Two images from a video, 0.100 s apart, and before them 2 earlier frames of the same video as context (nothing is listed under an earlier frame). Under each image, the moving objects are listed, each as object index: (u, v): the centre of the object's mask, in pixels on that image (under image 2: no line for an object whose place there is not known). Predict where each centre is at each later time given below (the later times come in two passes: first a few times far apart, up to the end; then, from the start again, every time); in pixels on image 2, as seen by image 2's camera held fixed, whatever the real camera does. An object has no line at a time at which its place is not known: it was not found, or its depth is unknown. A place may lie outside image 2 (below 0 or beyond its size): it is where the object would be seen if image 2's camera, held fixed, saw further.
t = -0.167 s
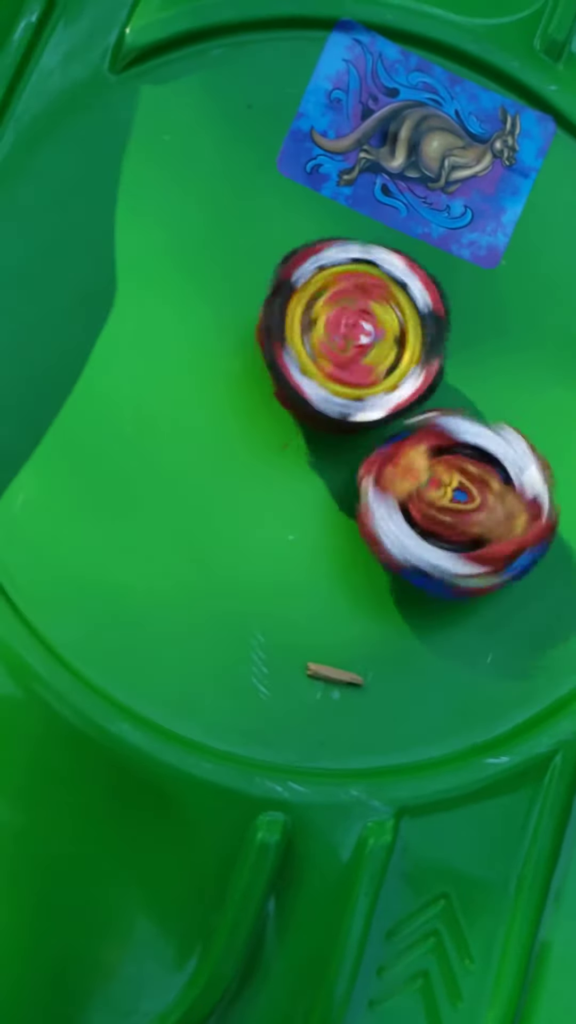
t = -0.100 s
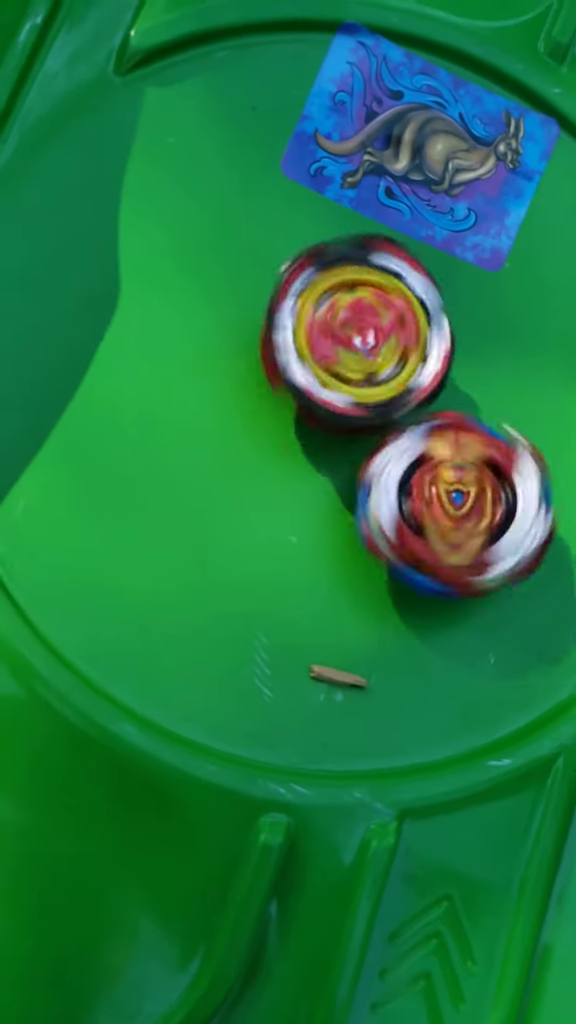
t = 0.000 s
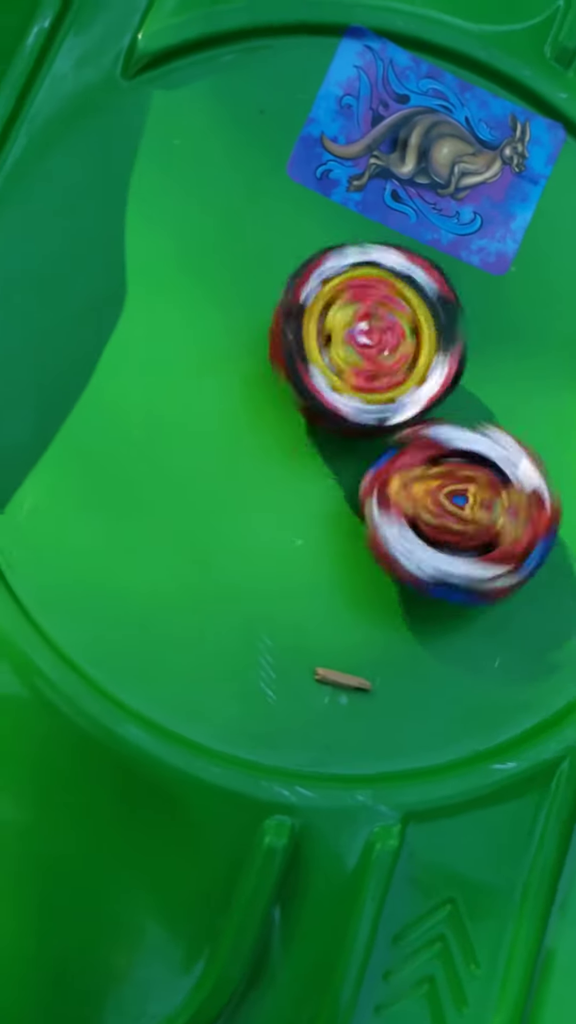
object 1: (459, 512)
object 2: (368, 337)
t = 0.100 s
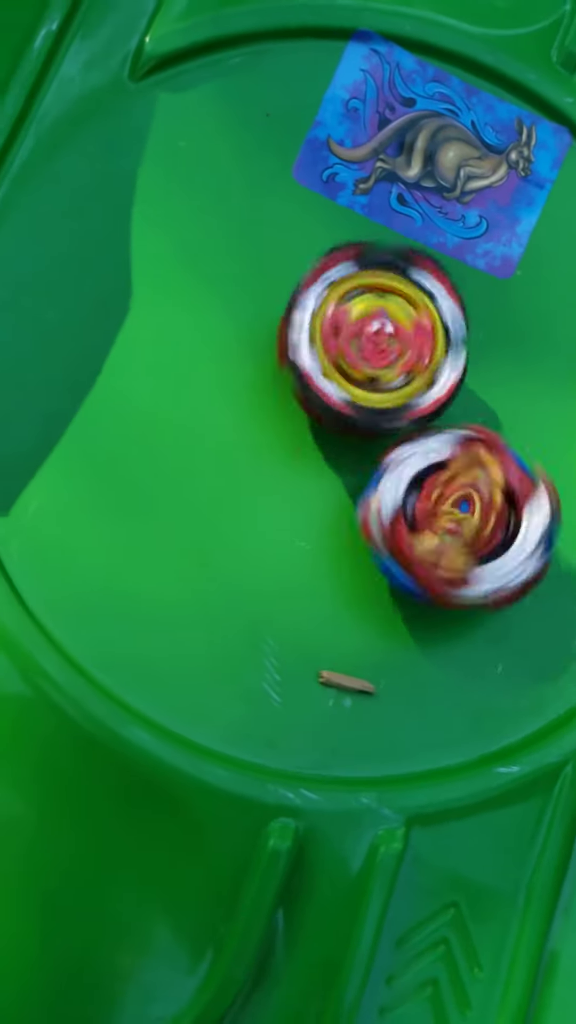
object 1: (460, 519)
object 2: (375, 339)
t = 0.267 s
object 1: (449, 519)
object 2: (379, 336)
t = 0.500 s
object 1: (439, 525)
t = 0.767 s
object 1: (426, 526)
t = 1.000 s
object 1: (412, 526)
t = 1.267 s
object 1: (399, 530)
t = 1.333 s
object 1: (393, 527)
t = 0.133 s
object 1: (458, 520)
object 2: (376, 338)
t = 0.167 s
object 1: (456, 521)
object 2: (378, 338)
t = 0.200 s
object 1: (453, 521)
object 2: (378, 338)
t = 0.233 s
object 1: (450, 520)
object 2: (377, 338)
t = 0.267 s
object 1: (449, 519)
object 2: (379, 336)
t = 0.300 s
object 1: (448, 519)
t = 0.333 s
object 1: (448, 519)
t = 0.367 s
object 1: (447, 522)
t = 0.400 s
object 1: (445, 523)
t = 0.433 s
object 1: (443, 523)
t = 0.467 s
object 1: (441, 524)
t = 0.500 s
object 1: (439, 525)
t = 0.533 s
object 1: (437, 526)
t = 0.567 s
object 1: (434, 525)
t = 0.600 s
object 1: (431, 525)
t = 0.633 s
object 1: (431, 523)
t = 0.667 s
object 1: (430, 523)
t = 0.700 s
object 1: (430, 524)
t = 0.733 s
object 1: (428, 525)
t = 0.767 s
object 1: (426, 526)
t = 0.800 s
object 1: (423, 527)
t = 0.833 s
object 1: (422, 527)
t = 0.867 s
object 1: (420, 527)
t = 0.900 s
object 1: (418, 529)
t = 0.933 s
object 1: (415, 528)
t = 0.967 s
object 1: (413, 527)
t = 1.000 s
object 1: (412, 526)
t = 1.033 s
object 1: (411, 526)
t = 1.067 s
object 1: (411, 526)
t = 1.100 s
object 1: (409, 527)
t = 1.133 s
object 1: (408, 528)
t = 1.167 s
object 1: (405, 529)
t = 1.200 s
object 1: (403, 529)
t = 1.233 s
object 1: (401, 529)
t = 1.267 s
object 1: (399, 530)
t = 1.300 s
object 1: (395, 529)
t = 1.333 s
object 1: (393, 527)
